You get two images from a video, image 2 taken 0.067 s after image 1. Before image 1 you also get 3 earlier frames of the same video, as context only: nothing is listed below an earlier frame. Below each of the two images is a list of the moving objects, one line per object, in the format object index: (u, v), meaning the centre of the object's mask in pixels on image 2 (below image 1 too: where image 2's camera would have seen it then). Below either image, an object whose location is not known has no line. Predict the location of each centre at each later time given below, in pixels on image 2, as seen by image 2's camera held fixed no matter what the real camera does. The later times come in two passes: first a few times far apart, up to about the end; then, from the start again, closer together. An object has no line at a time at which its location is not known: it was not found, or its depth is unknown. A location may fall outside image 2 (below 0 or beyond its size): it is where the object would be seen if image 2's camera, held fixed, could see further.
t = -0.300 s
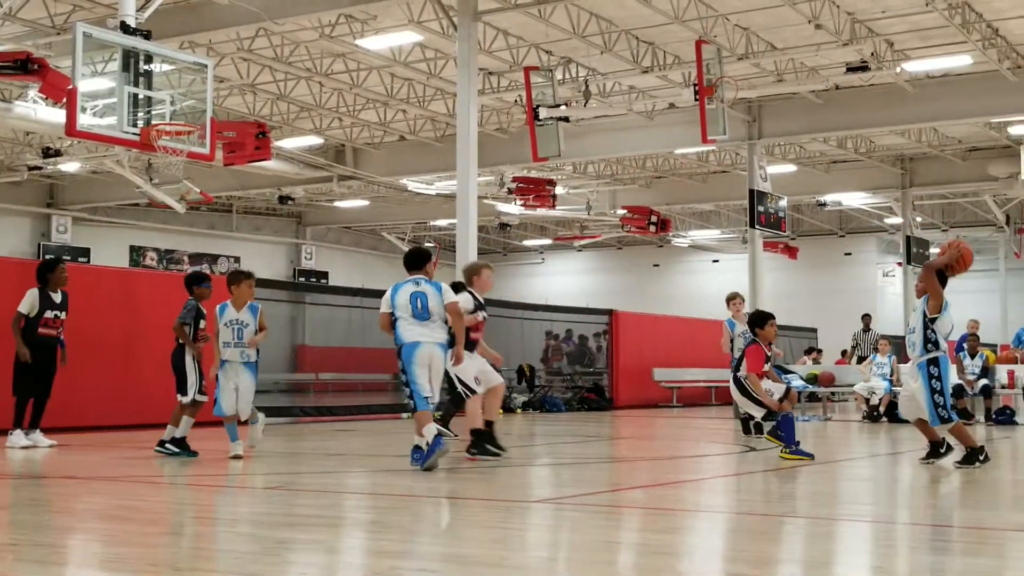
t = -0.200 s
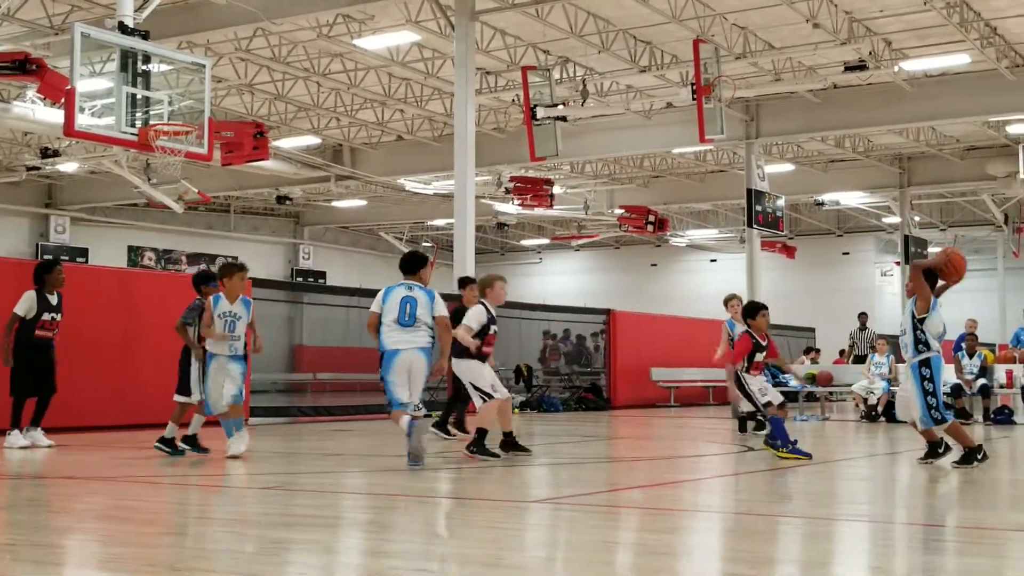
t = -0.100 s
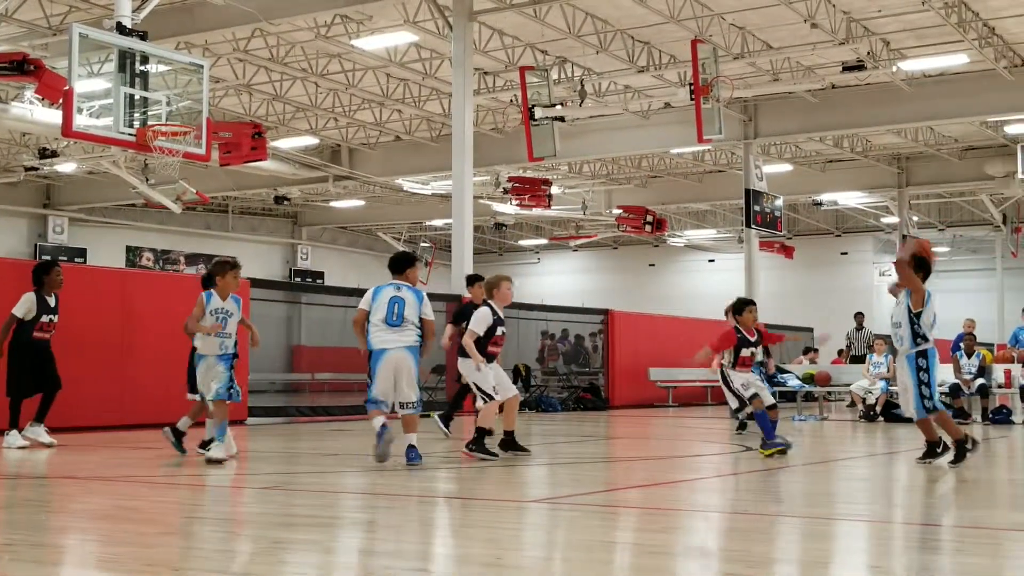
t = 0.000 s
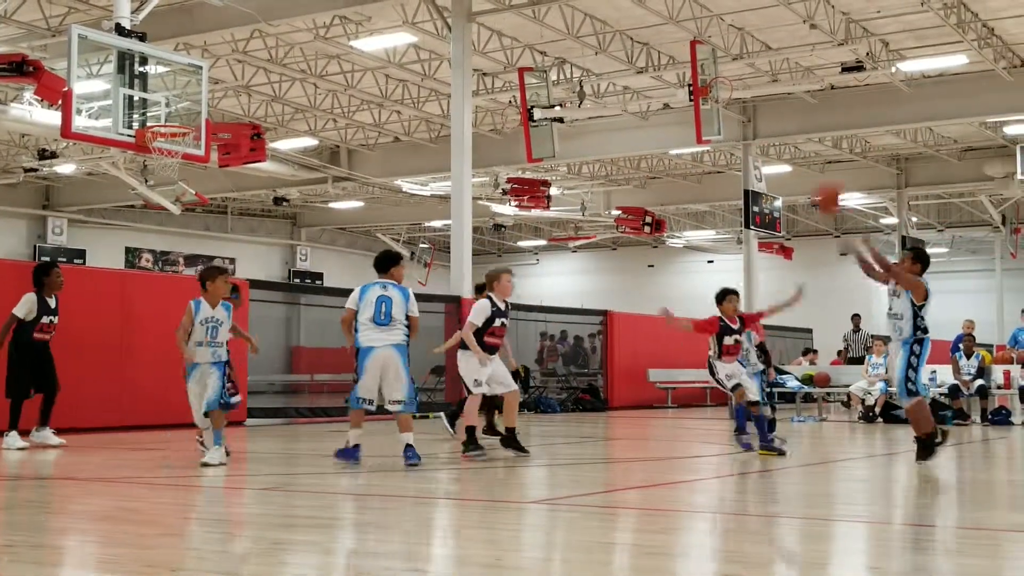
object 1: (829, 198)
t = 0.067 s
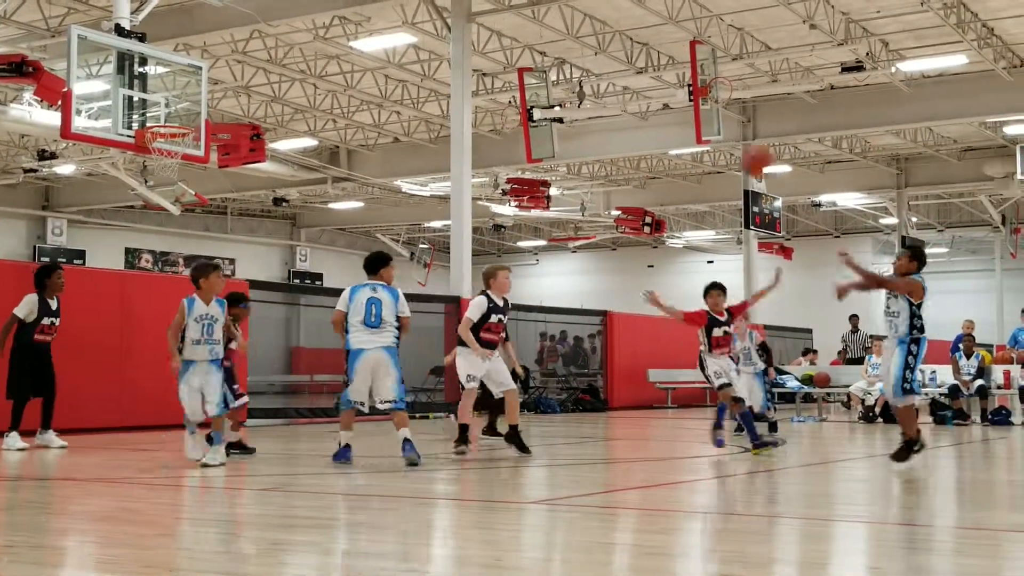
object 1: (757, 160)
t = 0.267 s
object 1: (546, 91)
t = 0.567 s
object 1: (221, 83)
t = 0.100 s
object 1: (724, 147)
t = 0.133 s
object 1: (687, 132)
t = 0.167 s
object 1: (650, 118)
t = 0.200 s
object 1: (616, 107)
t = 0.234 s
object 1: (580, 97)
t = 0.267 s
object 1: (546, 91)
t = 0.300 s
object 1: (509, 82)
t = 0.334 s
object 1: (472, 78)
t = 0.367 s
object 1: (437, 73)
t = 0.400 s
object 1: (401, 71)
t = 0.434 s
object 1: (366, 71)
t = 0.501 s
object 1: (292, 74)
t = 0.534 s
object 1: (256, 77)
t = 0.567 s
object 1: (221, 83)
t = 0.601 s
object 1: (184, 90)
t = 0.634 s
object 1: (145, 98)
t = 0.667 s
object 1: (108, 109)
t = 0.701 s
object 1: (69, 121)
